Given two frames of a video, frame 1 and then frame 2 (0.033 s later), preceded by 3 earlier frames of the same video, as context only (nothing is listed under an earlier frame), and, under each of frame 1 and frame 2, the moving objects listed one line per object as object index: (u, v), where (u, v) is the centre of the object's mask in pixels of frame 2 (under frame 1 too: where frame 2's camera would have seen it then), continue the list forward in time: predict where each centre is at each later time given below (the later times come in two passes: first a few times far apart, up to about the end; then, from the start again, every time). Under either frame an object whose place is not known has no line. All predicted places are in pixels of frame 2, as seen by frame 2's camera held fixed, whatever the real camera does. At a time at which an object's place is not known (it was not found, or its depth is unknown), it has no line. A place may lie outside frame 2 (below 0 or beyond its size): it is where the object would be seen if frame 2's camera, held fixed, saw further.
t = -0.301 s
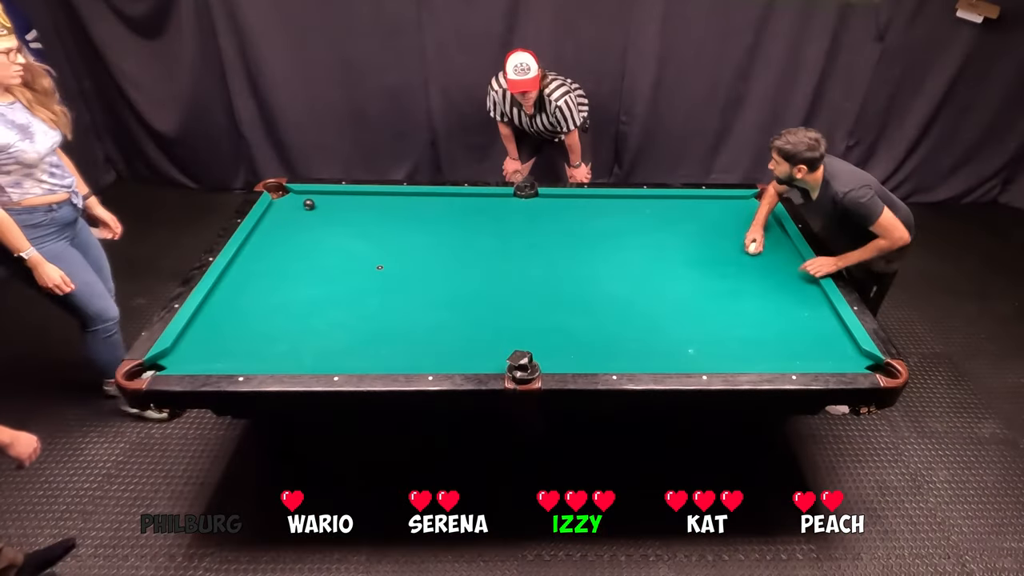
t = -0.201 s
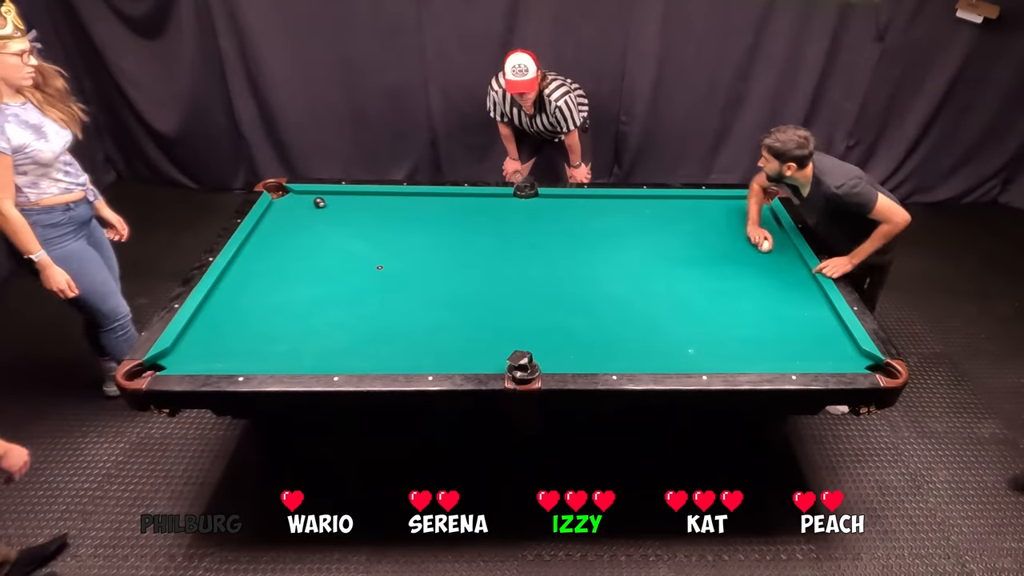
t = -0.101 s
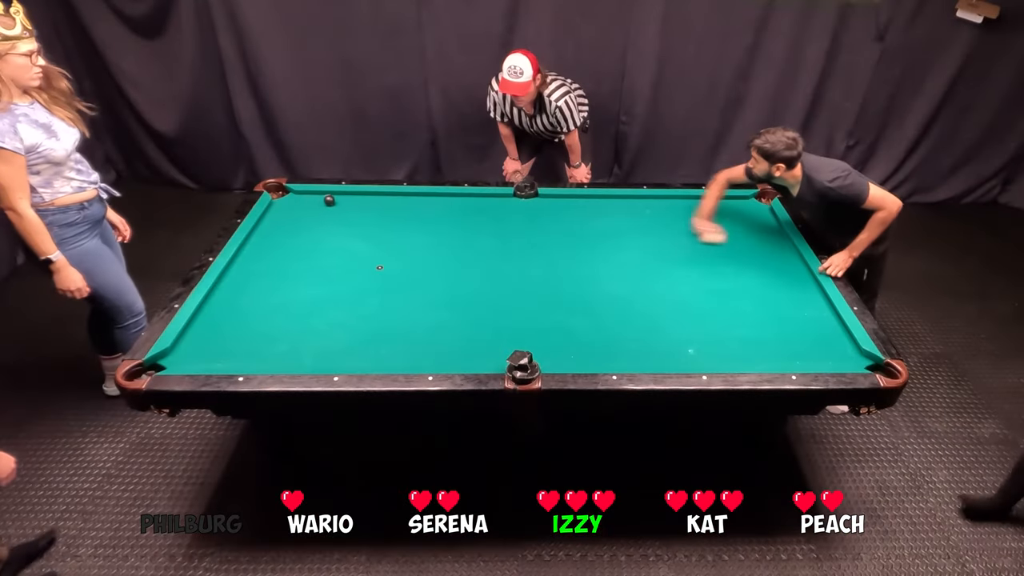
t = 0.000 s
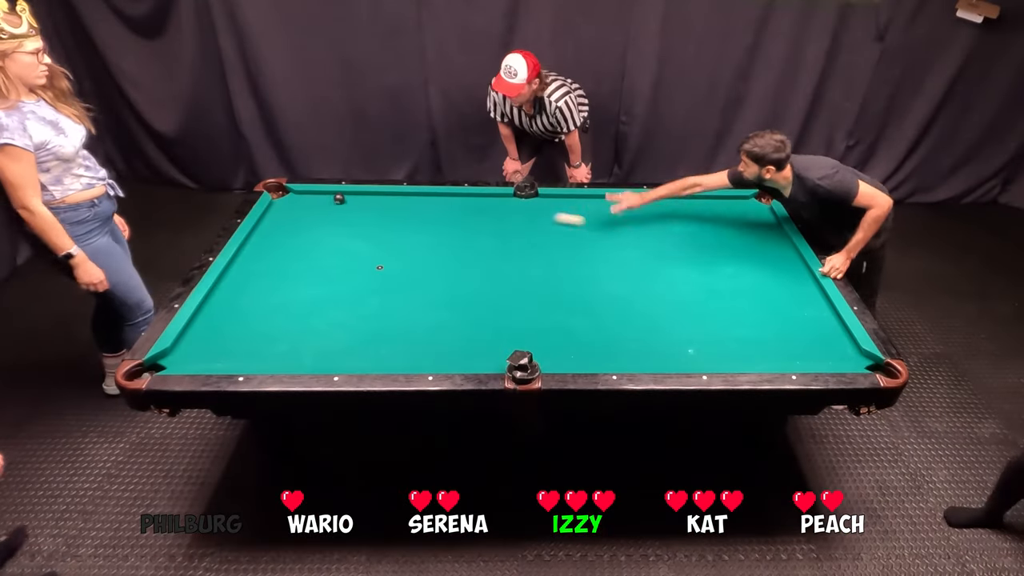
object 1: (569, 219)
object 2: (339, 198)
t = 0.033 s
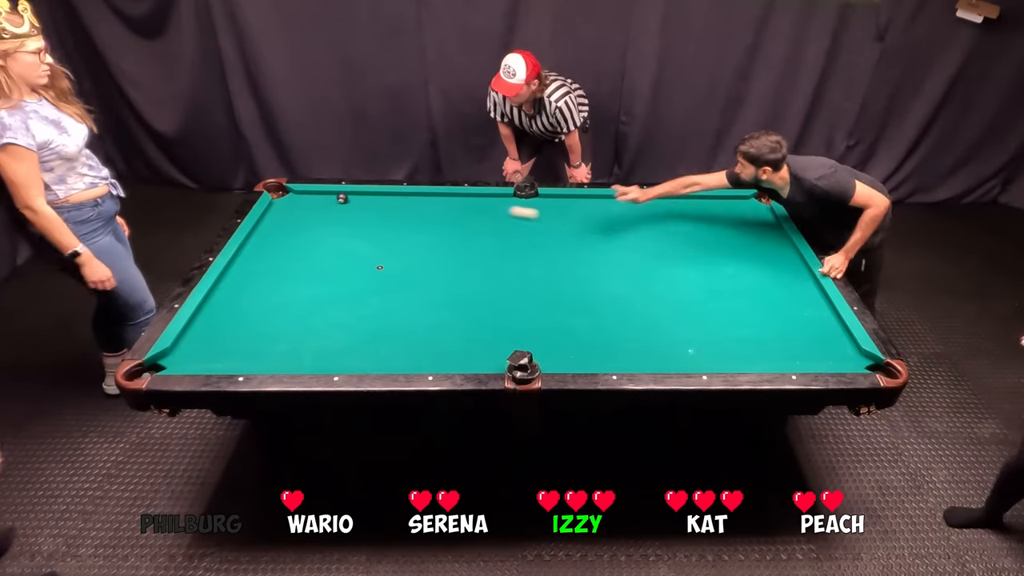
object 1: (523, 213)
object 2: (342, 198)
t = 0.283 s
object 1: (264, 238)
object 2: (321, 209)
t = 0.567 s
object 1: (316, 331)
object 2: (255, 242)
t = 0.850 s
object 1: (444, 318)
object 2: (245, 278)
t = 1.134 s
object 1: (558, 278)
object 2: (245, 318)
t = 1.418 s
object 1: (651, 245)
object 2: (248, 358)
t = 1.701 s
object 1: (730, 217)
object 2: (297, 336)
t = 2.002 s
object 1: (766, 207)
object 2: (341, 315)
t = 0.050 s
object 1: (501, 209)
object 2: (343, 198)
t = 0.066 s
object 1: (479, 206)
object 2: (345, 198)
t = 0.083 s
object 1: (458, 202)
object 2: (347, 197)
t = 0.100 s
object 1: (437, 199)
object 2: (348, 197)
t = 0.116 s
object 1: (416, 196)
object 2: (350, 197)
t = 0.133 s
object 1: (397, 195)
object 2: (352, 196)
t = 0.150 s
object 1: (378, 197)
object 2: (353, 196)
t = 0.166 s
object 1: (361, 199)
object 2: (352, 193)
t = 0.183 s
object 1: (347, 204)
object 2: (349, 194)
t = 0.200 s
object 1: (334, 210)
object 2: (344, 198)
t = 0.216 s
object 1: (320, 215)
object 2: (340, 200)
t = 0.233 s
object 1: (307, 221)
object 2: (336, 202)
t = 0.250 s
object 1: (292, 226)
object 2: (331, 204)
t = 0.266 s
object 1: (278, 232)
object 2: (325, 206)
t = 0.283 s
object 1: (264, 238)
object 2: (321, 209)
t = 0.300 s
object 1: (249, 244)
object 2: (317, 211)
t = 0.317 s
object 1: (245, 249)
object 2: (312, 213)
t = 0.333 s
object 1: (250, 254)
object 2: (308, 215)
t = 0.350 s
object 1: (254, 259)
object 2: (304, 217)
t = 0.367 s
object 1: (259, 265)
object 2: (300, 219)
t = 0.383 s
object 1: (264, 270)
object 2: (295, 221)
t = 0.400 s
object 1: (268, 275)
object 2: (292, 223)
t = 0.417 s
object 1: (273, 280)
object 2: (289, 225)
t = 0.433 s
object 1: (278, 286)
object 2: (284, 227)
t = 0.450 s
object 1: (282, 291)
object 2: (280, 229)
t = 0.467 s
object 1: (287, 297)
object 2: (277, 230)
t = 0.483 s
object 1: (292, 302)
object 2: (272, 233)
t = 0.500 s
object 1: (297, 308)
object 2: (269, 235)
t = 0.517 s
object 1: (302, 313)
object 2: (266, 236)
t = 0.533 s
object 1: (307, 319)
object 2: (262, 239)
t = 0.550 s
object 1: (312, 325)
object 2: (258, 241)
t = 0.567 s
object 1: (316, 331)
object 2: (255, 242)
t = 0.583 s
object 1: (321, 336)
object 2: (249, 245)
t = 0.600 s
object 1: (326, 342)
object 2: (245, 247)
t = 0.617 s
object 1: (331, 348)
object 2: (244, 249)
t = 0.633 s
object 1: (336, 354)
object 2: (244, 250)
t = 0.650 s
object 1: (341, 358)
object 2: (245, 252)
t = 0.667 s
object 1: (350, 357)
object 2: (245, 253)
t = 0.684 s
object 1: (359, 354)
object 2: (245, 256)
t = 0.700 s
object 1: (369, 349)
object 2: (245, 259)
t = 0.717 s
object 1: (378, 345)
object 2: (245, 260)
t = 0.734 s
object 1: (387, 341)
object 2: (245, 263)
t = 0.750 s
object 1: (396, 337)
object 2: (245, 265)
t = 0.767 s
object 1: (404, 334)
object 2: (245, 267)
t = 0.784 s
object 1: (412, 330)
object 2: (245, 269)
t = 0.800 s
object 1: (420, 327)
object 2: (245, 271)
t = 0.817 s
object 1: (428, 324)
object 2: (245, 274)
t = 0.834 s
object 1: (436, 321)
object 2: (245, 275)
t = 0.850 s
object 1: (444, 318)
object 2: (245, 278)
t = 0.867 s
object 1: (451, 315)
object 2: (245, 280)
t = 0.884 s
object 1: (458, 313)
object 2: (245, 282)
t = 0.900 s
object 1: (466, 310)
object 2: (245, 284)
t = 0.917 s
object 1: (473, 308)
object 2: (245, 287)
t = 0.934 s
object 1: (480, 305)
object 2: (245, 289)
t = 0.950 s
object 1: (487, 303)
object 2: (245, 291)
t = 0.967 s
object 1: (493, 300)
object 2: (245, 294)
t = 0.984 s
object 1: (500, 298)
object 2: (245, 296)
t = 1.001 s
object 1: (507, 296)
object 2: (245, 298)
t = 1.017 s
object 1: (514, 293)
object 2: (245, 301)
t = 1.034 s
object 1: (520, 291)
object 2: (245, 303)
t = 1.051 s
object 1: (527, 289)
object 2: (245, 306)
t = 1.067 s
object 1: (533, 286)
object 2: (246, 308)
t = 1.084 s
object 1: (539, 284)
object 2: (245, 311)
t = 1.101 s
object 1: (546, 282)
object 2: (245, 313)
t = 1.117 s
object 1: (552, 280)
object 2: (245, 315)
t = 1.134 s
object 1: (558, 278)
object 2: (245, 318)
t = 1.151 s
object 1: (564, 276)
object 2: (245, 321)
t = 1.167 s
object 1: (570, 274)
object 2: (245, 323)
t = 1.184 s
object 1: (576, 272)
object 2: (246, 326)
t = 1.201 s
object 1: (581, 270)
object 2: (245, 329)
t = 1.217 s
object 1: (587, 268)
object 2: (245, 331)
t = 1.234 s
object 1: (593, 266)
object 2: (245, 334)
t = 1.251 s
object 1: (598, 264)
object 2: (245, 336)
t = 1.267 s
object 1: (604, 262)
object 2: (245, 339)
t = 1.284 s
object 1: (609, 260)
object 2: (245, 342)
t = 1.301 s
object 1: (615, 258)
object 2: (245, 344)
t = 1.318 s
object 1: (620, 256)
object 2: (245, 348)
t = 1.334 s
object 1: (625, 254)
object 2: (245, 351)
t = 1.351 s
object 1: (631, 252)
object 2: (245, 353)
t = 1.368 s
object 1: (636, 251)
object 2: (245, 355)
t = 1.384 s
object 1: (641, 249)
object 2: (245, 357)
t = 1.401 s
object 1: (646, 247)
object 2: (245, 359)
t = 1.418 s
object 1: (651, 245)
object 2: (248, 358)
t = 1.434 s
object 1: (656, 243)
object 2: (251, 357)
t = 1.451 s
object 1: (661, 242)
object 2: (254, 356)
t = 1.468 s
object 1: (666, 240)
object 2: (257, 355)
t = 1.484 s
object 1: (671, 238)
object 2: (260, 353)
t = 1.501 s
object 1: (676, 237)
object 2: (264, 352)
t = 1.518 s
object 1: (681, 235)
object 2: (267, 350)
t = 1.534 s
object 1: (685, 233)
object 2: (269, 349)
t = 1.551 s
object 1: (690, 232)
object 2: (272, 348)
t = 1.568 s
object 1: (695, 230)
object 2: (275, 346)
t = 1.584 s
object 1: (699, 228)
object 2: (278, 345)
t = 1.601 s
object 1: (704, 227)
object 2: (281, 344)
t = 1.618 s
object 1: (708, 225)
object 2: (283, 342)
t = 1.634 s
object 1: (713, 224)
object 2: (286, 341)
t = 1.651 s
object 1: (717, 222)
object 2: (289, 340)
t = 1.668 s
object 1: (721, 221)
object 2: (291, 339)
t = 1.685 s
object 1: (726, 219)
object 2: (294, 337)
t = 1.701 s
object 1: (730, 217)
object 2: (297, 336)
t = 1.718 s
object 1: (734, 216)
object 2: (299, 334)
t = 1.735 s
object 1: (738, 214)
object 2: (302, 333)
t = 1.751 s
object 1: (743, 213)
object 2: (305, 332)
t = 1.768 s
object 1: (746, 212)
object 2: (307, 331)
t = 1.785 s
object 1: (751, 210)
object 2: (309, 330)
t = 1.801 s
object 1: (754, 209)
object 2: (312, 329)
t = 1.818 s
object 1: (758, 207)
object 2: (315, 327)
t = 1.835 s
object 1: (762, 206)
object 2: (317, 326)
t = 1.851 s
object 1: (765, 204)
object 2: (320, 325)
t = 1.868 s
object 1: (761, 202)
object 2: (322, 324)
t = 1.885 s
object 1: (757, 199)
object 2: (324, 323)
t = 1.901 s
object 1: (754, 198)
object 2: (327, 322)
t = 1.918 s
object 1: (755, 199)
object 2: (329, 320)
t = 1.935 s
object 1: (757, 200)
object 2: (332, 319)
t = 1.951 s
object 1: (759, 202)
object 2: (334, 318)
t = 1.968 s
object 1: (761, 204)
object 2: (337, 317)
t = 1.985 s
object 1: (764, 206)
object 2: (339, 316)
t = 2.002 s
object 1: (766, 207)
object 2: (341, 315)
